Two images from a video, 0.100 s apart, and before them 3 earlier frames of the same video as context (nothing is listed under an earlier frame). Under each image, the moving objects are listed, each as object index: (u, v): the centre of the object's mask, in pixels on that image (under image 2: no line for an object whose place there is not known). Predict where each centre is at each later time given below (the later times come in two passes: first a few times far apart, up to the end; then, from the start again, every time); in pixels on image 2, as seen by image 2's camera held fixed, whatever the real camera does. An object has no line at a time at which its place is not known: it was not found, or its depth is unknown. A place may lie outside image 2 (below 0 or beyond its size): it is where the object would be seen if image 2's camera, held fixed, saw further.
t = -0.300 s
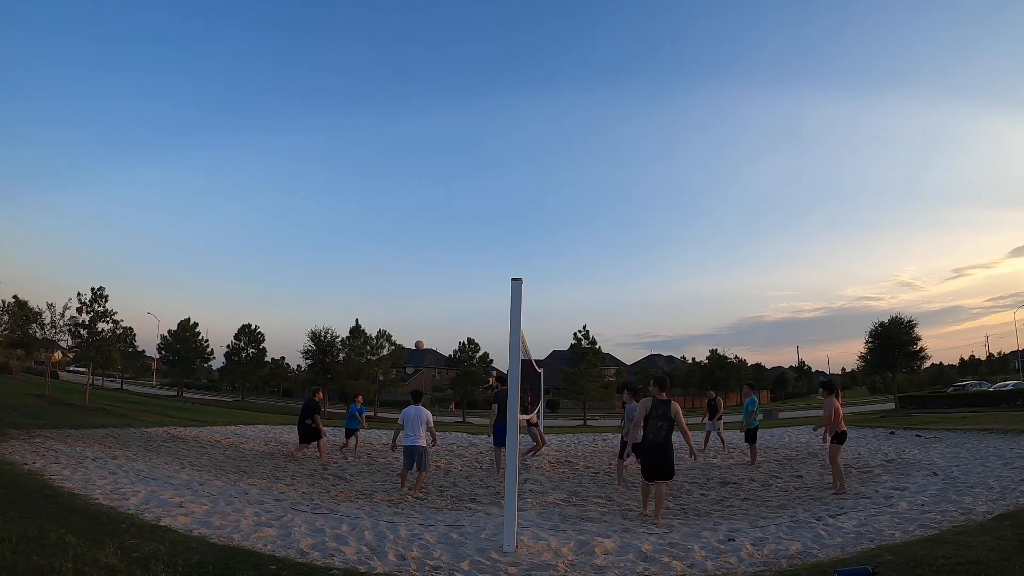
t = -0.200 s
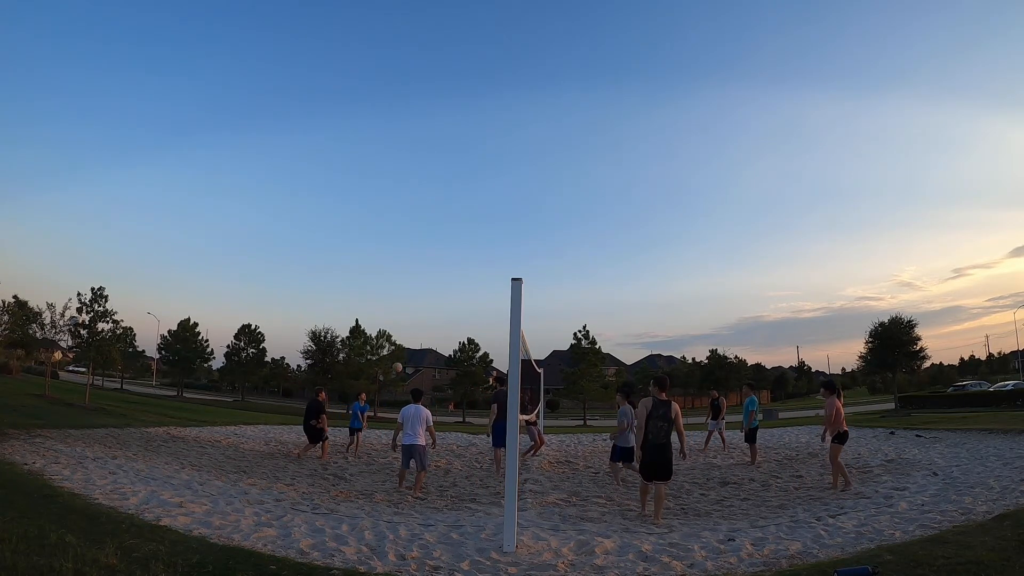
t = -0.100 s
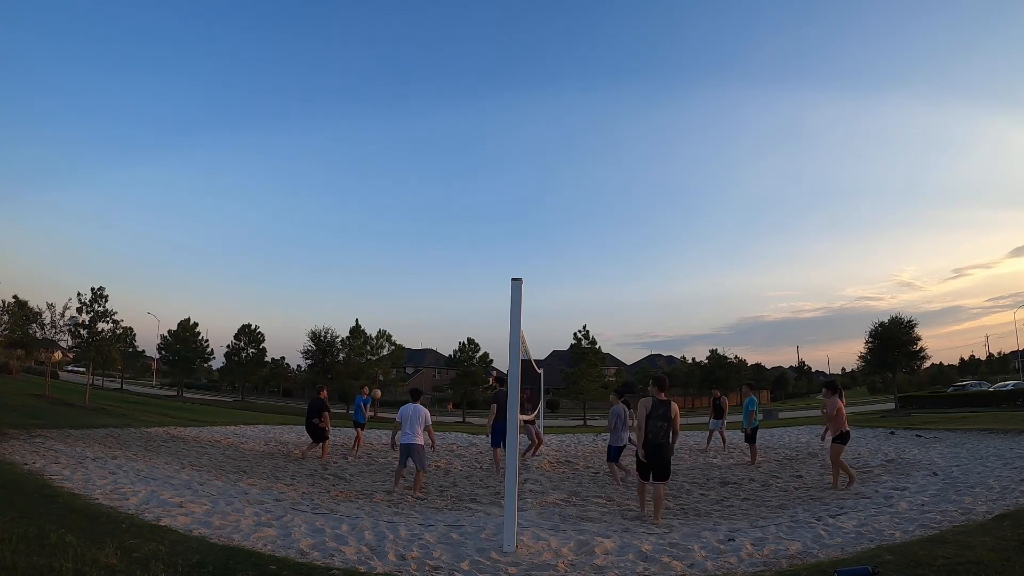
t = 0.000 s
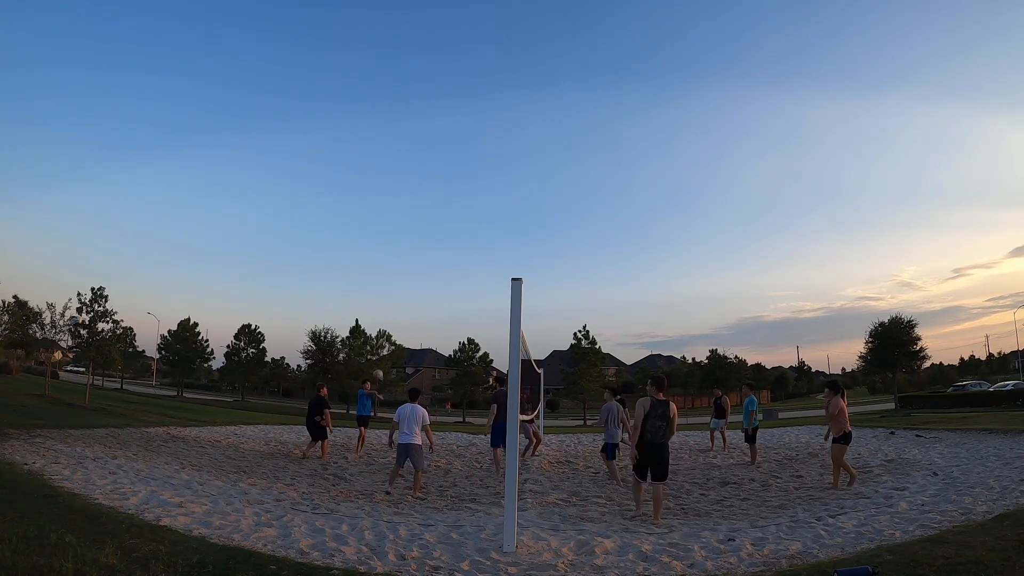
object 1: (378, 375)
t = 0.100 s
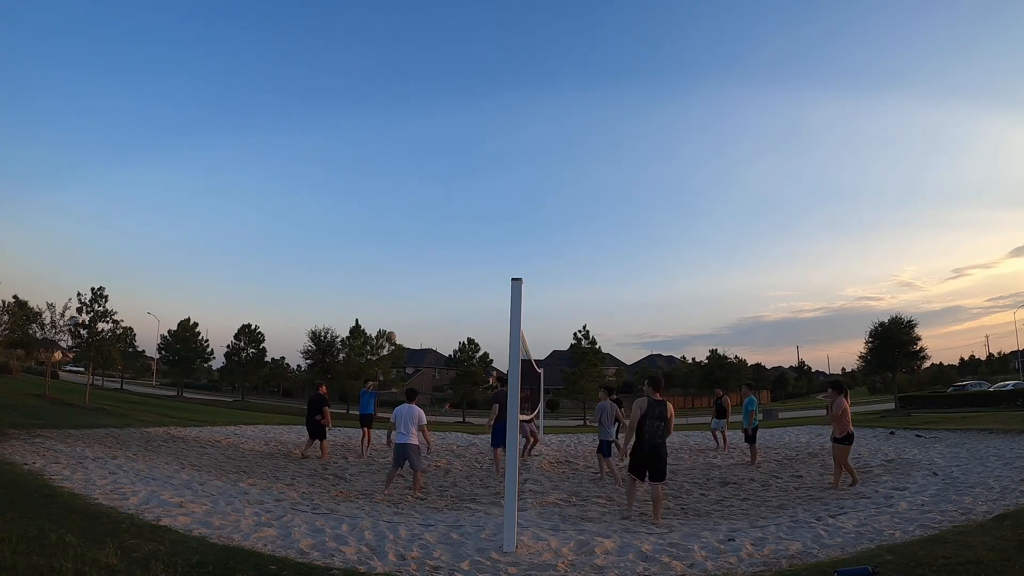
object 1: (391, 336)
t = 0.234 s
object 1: (409, 290)
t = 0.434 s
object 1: (436, 236)
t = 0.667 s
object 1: (467, 194)
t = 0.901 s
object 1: (498, 176)
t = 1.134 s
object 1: (530, 181)
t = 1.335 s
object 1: (559, 208)
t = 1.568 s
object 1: (597, 273)
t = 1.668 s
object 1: (614, 314)
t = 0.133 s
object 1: (395, 324)
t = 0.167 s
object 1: (400, 312)
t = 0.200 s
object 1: (404, 301)
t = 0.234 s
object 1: (409, 290)
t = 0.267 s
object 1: (413, 280)
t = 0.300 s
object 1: (418, 271)
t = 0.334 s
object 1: (422, 261)
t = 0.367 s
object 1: (427, 252)
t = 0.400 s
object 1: (432, 244)
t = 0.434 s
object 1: (436, 236)
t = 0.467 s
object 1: (440, 228)
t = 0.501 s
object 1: (445, 222)
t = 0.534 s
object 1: (449, 215)
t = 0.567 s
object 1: (454, 209)
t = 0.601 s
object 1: (458, 203)
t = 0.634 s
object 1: (463, 198)
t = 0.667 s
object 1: (467, 194)
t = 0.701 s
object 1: (471, 190)
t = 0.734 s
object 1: (476, 186)
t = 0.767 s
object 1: (480, 183)
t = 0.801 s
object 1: (485, 181)
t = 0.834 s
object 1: (489, 179)
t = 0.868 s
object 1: (494, 177)
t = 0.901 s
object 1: (498, 176)
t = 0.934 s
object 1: (503, 175)
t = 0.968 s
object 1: (507, 175)
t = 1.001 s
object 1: (512, 175)
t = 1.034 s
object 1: (516, 175)
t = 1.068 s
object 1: (521, 177)
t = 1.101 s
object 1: (525, 179)
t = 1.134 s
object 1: (530, 181)
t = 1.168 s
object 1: (535, 184)
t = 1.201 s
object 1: (539, 188)
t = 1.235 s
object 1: (544, 192)
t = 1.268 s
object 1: (549, 197)
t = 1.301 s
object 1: (554, 202)
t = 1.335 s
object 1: (559, 208)
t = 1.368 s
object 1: (565, 215)
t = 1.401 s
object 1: (570, 223)
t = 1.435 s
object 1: (575, 231)
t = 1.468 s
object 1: (581, 240)
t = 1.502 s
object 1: (586, 250)
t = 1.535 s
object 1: (592, 261)
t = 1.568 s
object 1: (597, 273)
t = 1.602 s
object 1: (603, 286)
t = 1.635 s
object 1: (608, 299)
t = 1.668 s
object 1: (614, 314)
